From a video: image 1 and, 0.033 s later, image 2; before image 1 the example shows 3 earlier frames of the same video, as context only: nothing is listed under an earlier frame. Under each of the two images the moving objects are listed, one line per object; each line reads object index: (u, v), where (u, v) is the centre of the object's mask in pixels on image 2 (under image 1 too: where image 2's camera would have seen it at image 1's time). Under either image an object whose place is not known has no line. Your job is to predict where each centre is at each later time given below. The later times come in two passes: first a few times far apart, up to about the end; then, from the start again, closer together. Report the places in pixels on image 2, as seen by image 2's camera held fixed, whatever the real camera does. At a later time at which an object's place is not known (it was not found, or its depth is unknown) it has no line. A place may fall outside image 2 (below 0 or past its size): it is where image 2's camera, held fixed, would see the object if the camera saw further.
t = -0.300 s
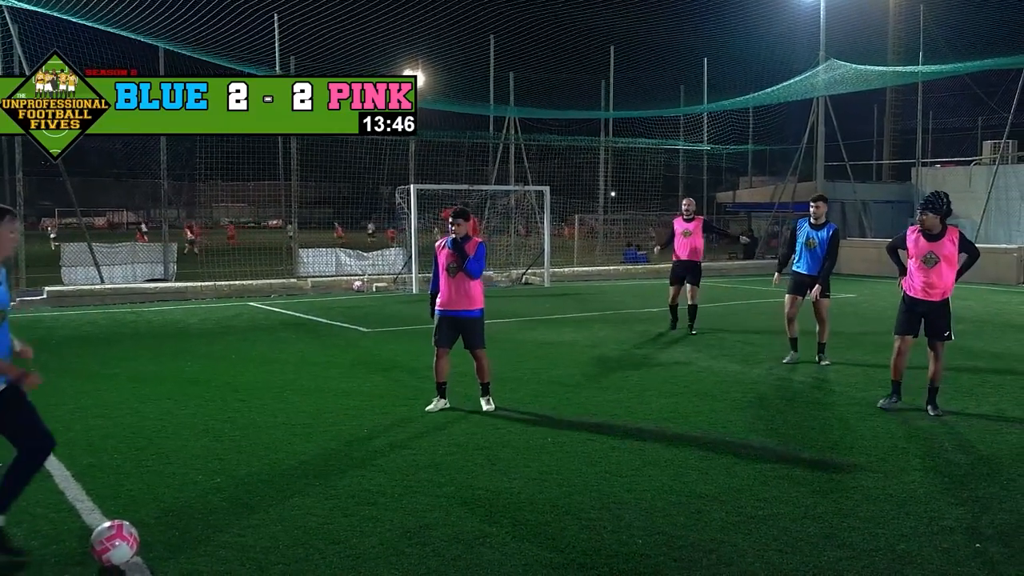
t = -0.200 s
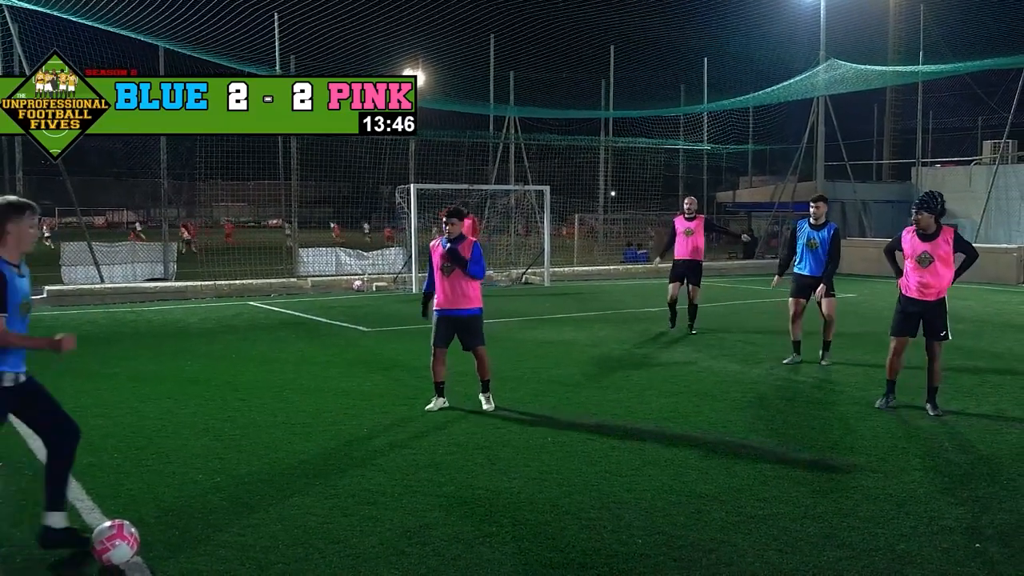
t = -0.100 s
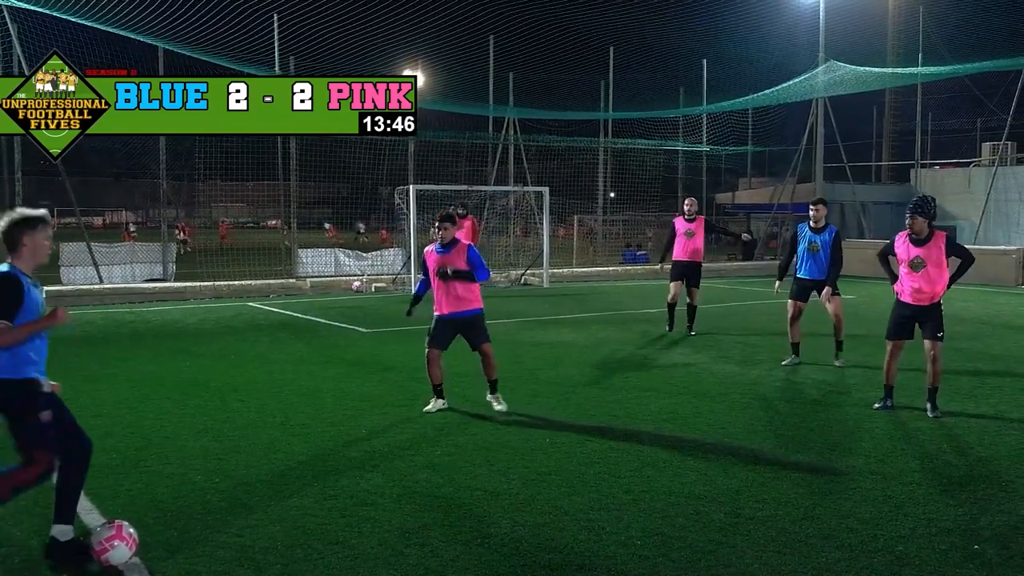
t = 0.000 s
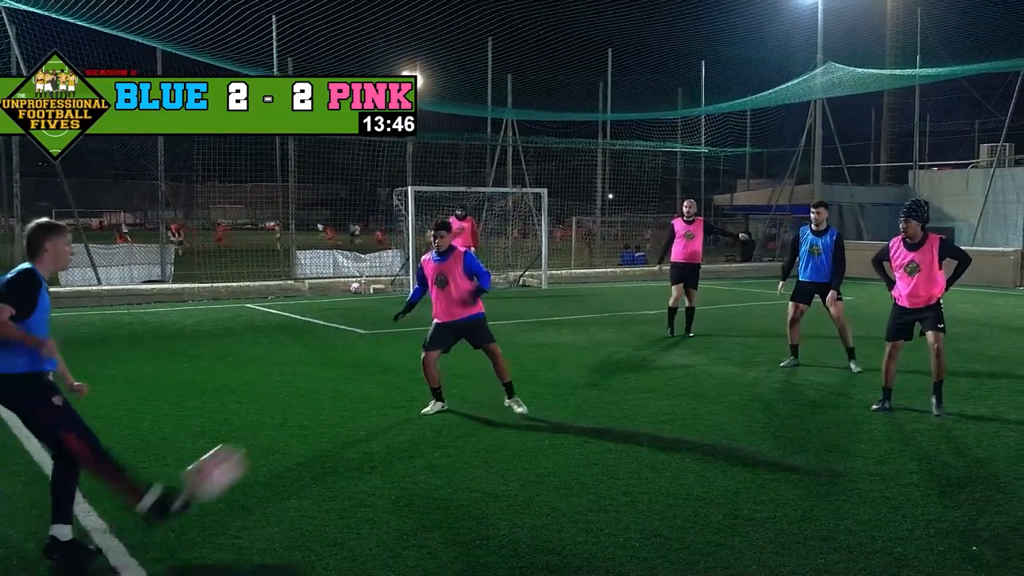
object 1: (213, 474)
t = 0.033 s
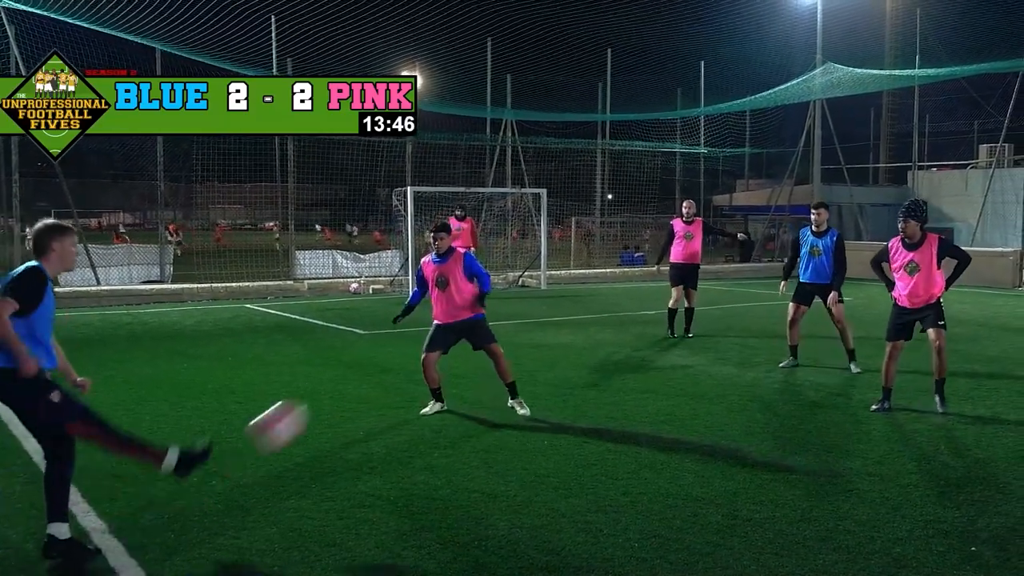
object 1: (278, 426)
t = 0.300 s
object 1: (635, 204)
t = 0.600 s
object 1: (843, 145)
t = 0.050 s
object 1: (309, 404)
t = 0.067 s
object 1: (338, 384)
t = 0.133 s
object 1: (443, 312)
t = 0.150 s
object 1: (465, 300)
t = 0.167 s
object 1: (486, 286)
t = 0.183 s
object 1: (508, 272)
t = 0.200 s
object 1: (526, 259)
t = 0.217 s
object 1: (550, 249)
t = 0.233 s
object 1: (569, 237)
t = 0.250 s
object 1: (586, 230)
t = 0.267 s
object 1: (603, 219)
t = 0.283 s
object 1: (618, 212)
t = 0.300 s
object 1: (635, 204)
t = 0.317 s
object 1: (651, 197)
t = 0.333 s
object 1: (665, 191)
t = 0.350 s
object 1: (679, 184)
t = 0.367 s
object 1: (694, 178)
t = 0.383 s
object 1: (707, 174)
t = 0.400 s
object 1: (720, 170)
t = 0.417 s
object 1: (731, 166)
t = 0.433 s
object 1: (743, 162)
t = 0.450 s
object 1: (755, 159)
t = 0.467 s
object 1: (766, 155)
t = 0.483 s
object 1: (776, 153)
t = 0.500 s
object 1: (787, 150)
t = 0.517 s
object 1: (796, 149)
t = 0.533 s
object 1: (807, 147)
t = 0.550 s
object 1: (817, 146)
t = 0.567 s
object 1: (826, 145)
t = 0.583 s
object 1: (835, 145)
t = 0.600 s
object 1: (843, 145)
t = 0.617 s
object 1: (851, 144)
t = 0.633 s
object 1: (860, 145)
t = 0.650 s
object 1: (868, 144)
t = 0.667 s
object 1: (876, 145)
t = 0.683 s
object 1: (884, 146)
